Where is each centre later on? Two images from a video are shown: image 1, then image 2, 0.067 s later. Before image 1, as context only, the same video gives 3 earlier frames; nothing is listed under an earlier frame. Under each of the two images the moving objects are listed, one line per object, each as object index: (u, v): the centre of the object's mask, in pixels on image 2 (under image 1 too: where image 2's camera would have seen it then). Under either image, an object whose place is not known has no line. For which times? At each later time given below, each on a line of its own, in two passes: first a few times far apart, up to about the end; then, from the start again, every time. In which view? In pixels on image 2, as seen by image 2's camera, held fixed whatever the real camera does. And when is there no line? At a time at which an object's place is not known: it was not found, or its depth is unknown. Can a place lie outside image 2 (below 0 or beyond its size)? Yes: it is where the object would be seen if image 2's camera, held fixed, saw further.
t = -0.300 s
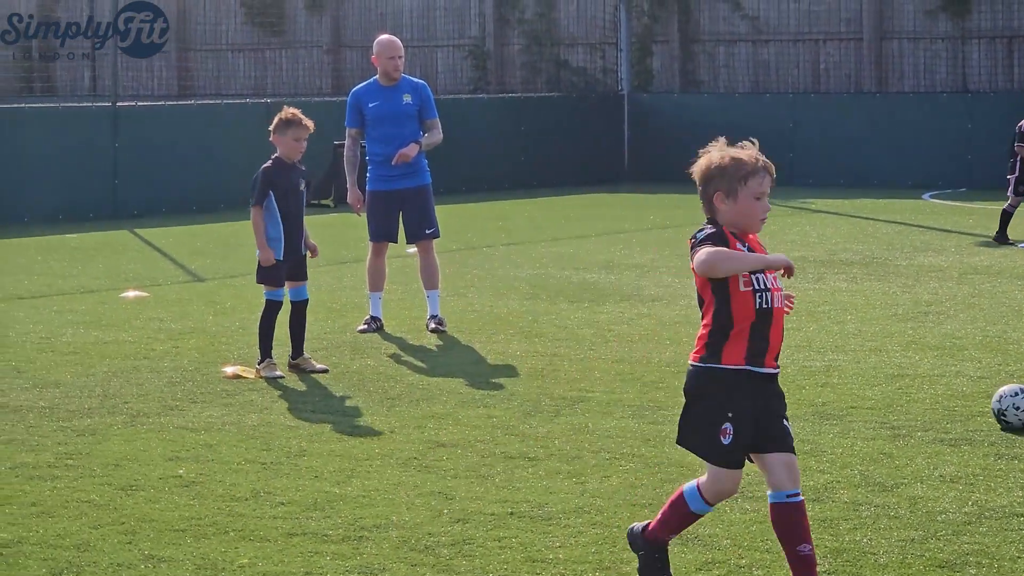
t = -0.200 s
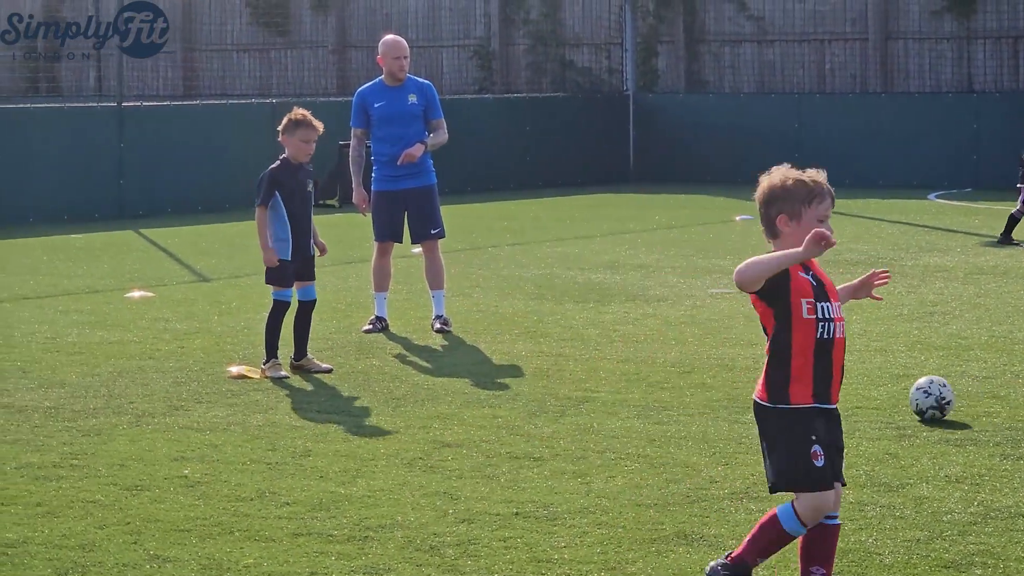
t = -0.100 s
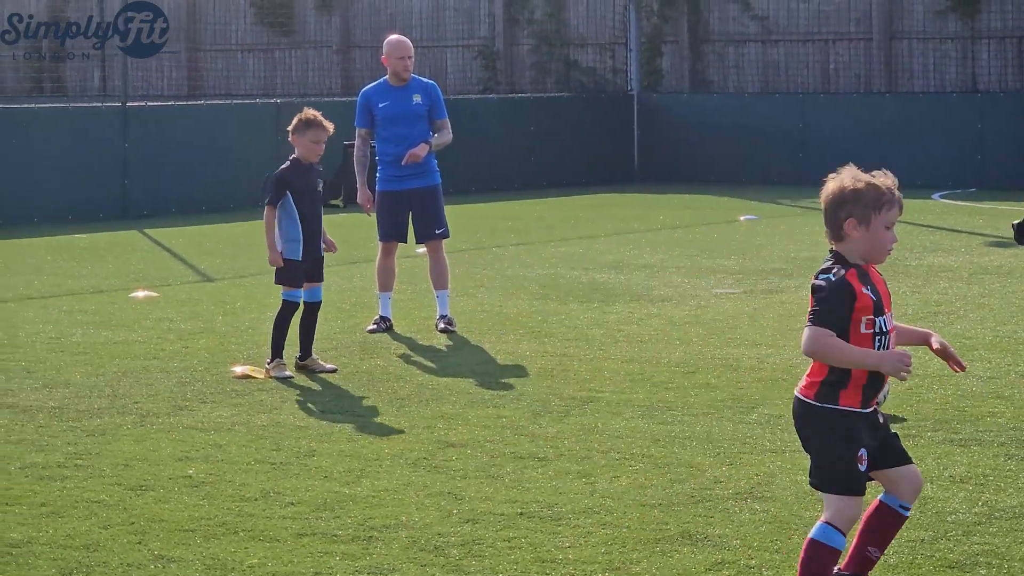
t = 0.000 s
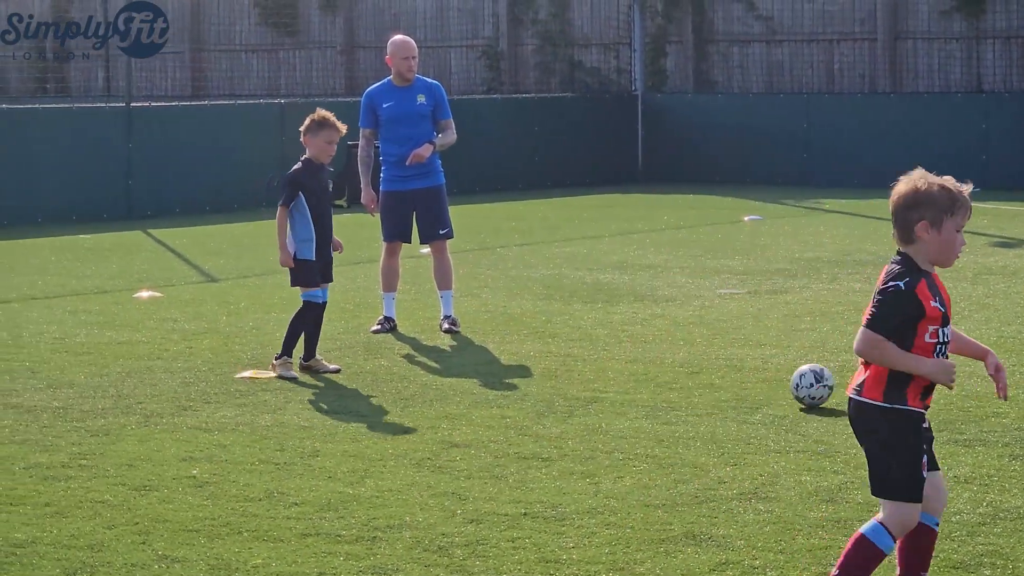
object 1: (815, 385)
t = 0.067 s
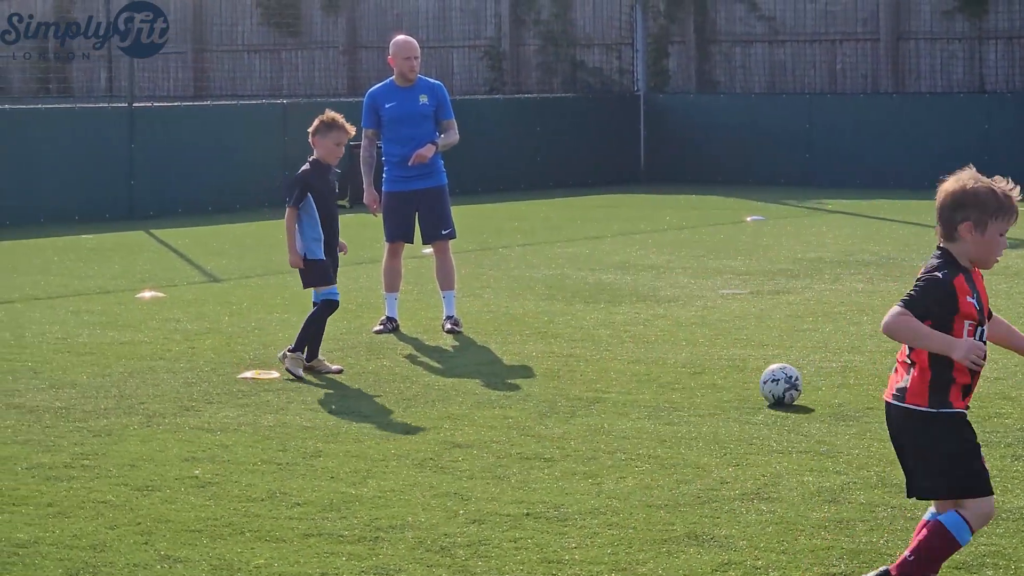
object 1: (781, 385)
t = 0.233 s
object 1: (701, 377)
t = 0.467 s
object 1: (603, 370)
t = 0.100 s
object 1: (764, 383)
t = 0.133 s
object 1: (748, 381)
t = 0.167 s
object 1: (732, 380)
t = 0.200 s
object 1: (716, 379)
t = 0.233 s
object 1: (701, 377)
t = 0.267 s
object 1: (687, 377)
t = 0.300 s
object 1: (672, 375)
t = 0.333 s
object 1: (658, 374)
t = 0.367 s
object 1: (644, 373)
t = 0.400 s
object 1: (630, 371)
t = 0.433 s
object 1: (616, 370)
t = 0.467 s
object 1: (603, 370)
